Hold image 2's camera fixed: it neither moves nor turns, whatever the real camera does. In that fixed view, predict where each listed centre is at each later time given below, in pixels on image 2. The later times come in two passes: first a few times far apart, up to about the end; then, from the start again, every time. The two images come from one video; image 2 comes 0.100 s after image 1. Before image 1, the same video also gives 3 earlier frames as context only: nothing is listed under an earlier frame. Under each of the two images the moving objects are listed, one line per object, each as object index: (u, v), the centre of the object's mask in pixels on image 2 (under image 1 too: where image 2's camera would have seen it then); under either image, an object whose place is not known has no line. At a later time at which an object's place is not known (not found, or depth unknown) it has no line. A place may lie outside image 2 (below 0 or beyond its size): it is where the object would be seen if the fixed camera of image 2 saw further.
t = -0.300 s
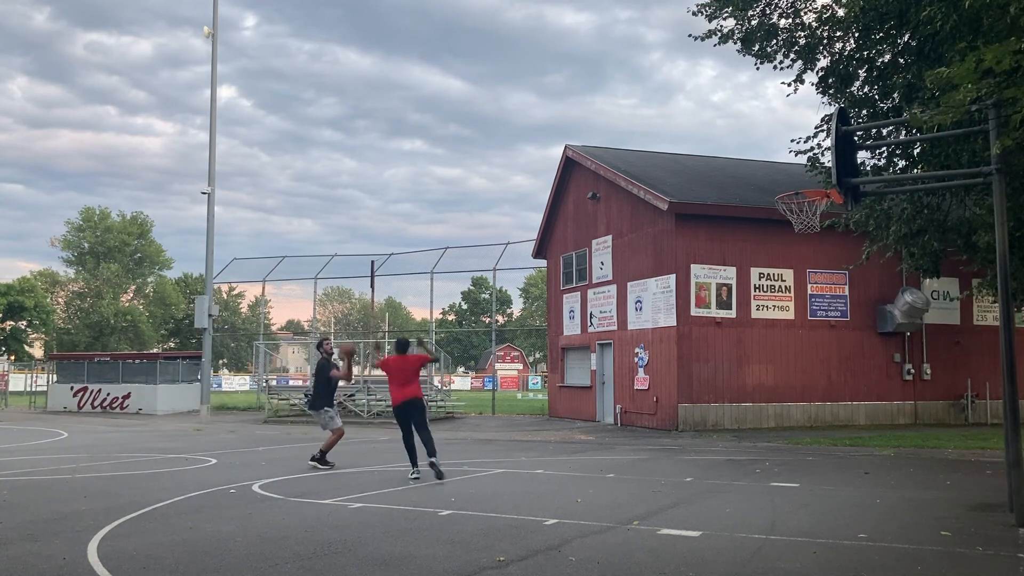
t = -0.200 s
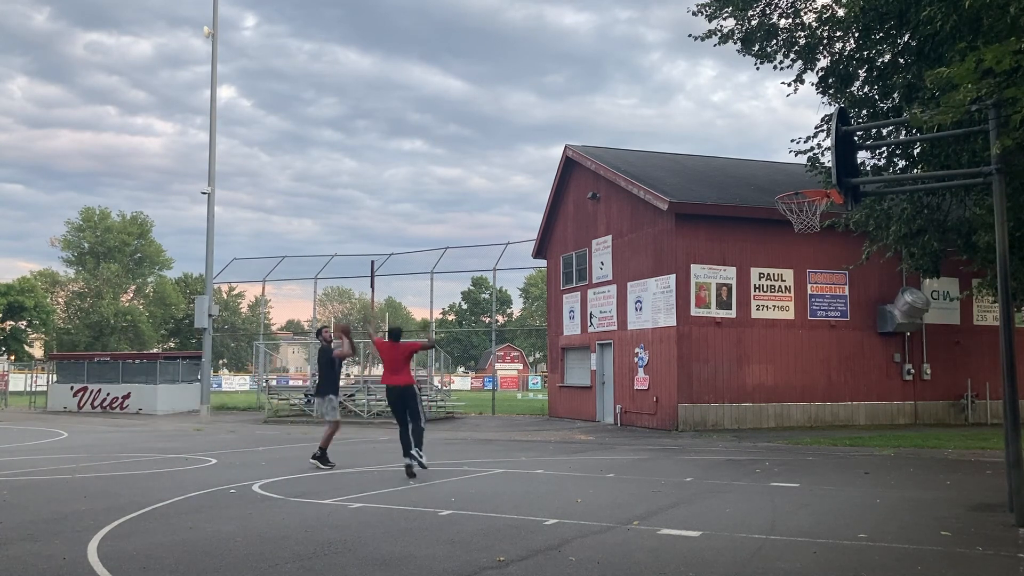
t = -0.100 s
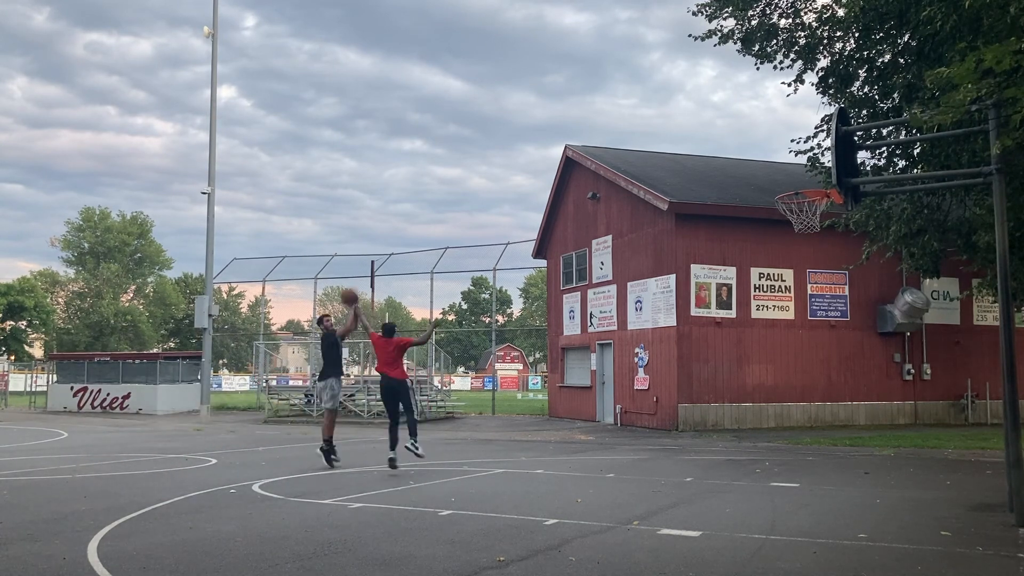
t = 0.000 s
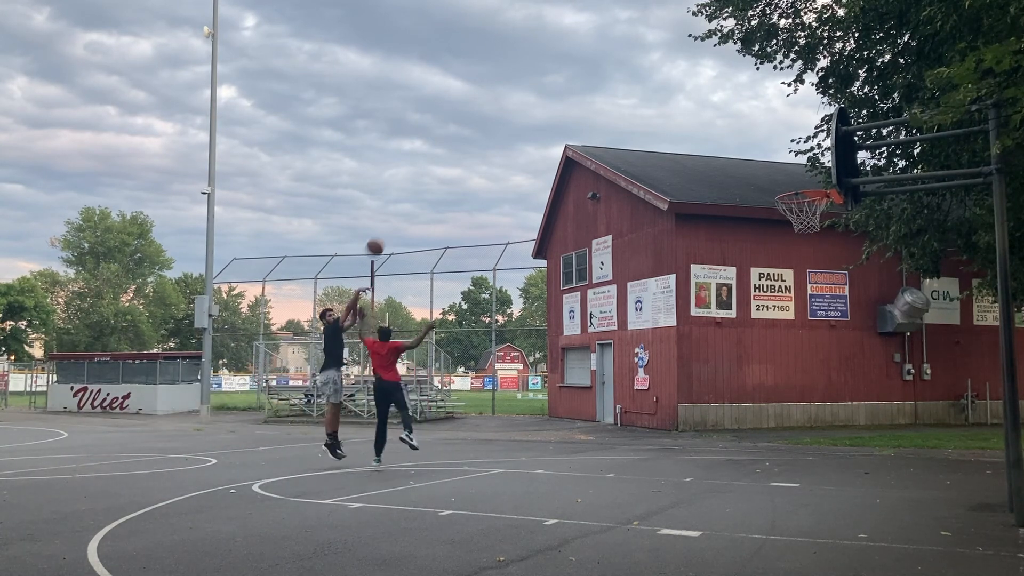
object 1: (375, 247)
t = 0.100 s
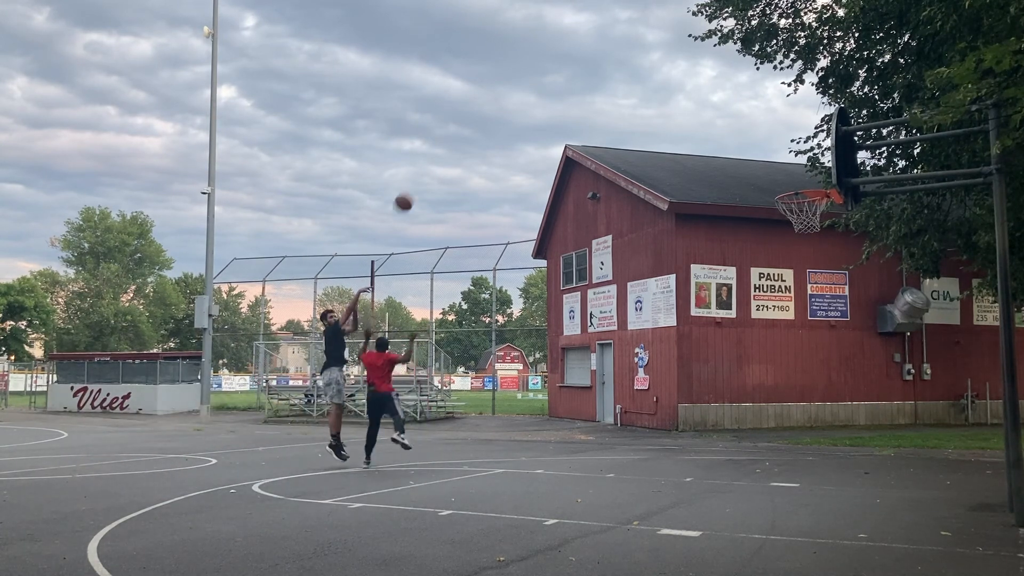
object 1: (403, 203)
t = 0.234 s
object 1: (443, 152)
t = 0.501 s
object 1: (527, 83)
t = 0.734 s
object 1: (610, 66)
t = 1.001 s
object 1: (718, 107)
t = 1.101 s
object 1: (765, 143)
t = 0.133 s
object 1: (413, 189)
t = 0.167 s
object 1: (423, 176)
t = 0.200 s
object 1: (433, 163)
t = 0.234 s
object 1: (443, 152)
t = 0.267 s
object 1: (453, 141)
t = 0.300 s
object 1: (463, 131)
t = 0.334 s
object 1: (474, 121)
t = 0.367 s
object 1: (484, 112)
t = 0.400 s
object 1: (494, 103)
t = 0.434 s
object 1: (505, 96)
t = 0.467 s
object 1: (516, 89)
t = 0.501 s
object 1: (527, 83)
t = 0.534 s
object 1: (538, 78)
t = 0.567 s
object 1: (550, 74)
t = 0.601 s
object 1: (561, 71)
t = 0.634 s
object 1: (573, 68)
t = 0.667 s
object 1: (585, 67)
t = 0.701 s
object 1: (598, 66)
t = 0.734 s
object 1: (610, 66)
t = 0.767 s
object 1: (623, 67)
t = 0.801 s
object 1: (636, 70)
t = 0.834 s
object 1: (649, 73)
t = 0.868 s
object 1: (662, 77)
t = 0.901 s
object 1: (676, 83)
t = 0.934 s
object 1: (690, 90)
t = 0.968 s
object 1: (704, 98)
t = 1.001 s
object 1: (718, 107)
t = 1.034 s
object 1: (734, 118)
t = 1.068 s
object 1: (749, 130)
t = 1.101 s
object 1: (765, 143)
